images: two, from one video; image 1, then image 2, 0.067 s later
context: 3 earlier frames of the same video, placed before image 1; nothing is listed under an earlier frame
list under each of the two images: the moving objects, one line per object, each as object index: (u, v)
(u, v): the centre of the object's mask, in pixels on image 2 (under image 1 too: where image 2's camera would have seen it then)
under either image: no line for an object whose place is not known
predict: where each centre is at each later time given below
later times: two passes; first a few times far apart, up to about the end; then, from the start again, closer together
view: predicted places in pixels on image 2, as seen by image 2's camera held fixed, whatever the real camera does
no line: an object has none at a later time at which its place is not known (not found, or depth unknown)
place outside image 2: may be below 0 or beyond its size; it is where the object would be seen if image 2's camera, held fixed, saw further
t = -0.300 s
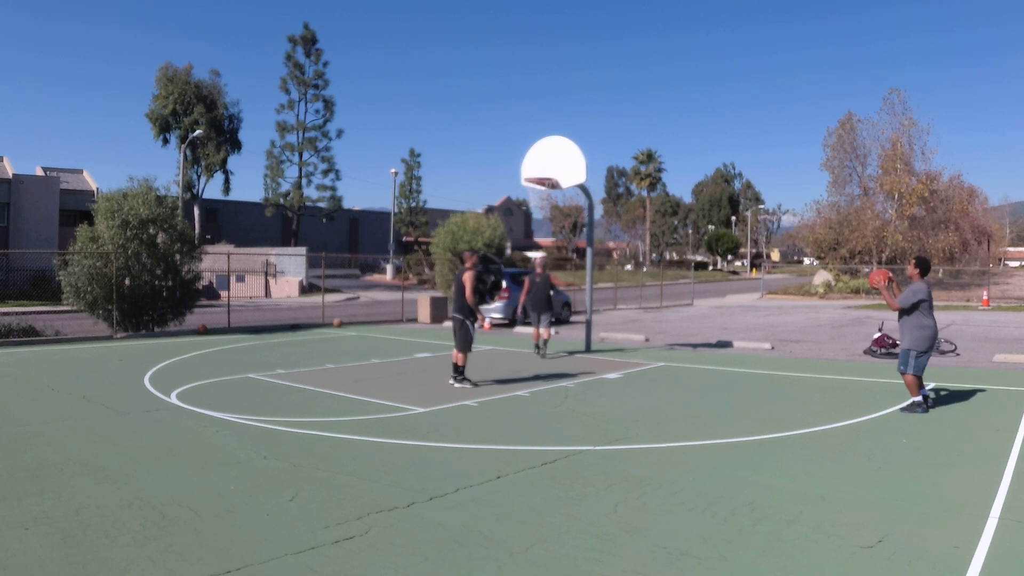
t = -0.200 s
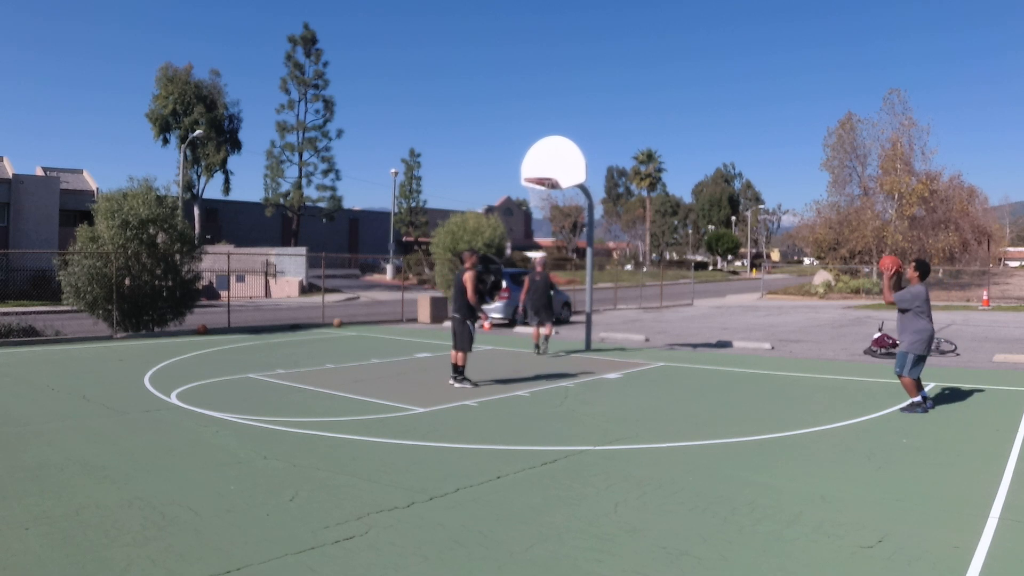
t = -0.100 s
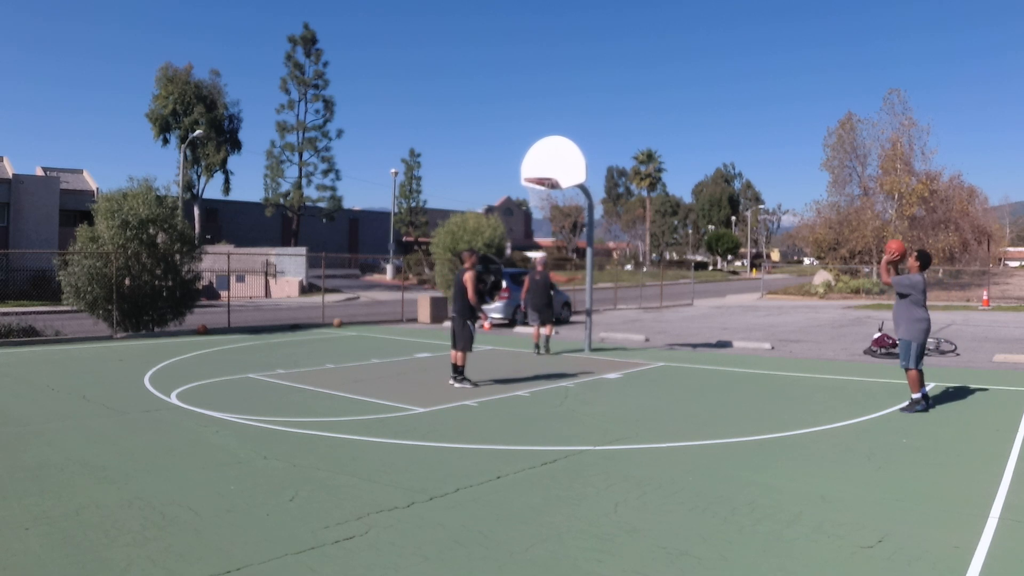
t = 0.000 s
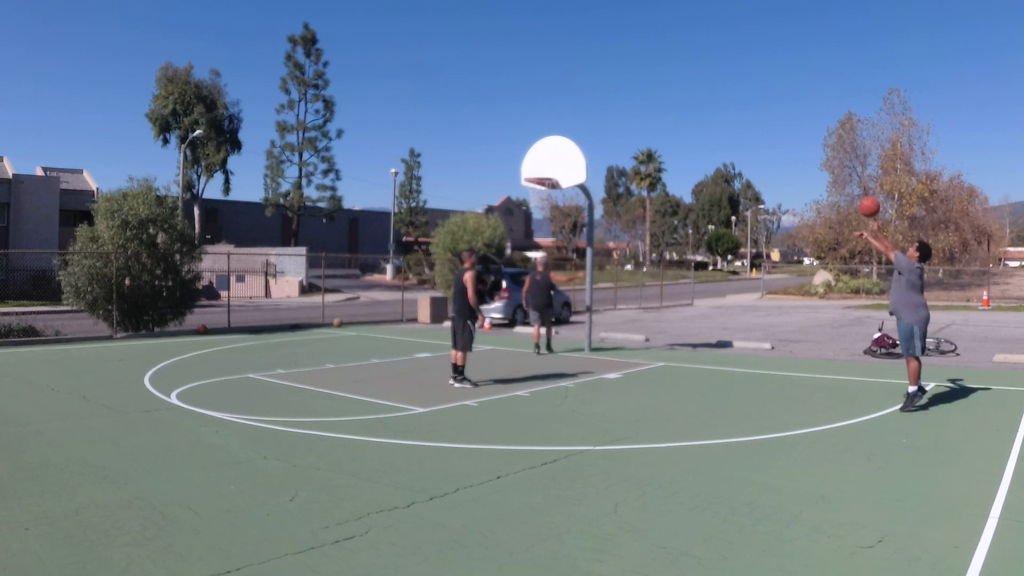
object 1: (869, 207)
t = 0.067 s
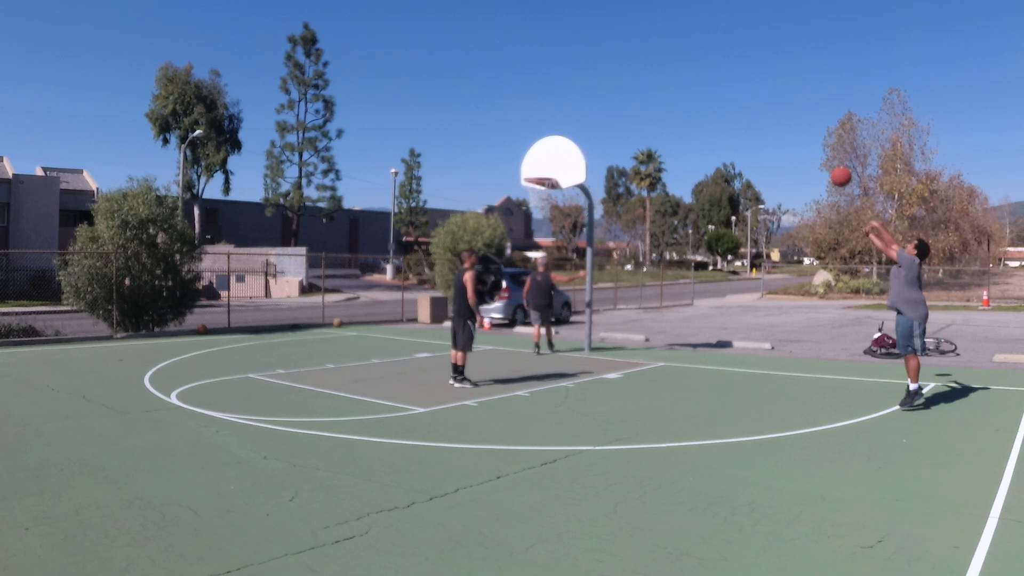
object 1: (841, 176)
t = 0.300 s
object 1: (751, 110)
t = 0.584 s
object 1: (662, 95)
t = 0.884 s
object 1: (586, 137)
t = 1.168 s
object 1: (583, 143)
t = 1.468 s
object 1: (641, 117)
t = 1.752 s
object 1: (695, 142)
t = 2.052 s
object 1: (751, 222)
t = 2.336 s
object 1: (797, 350)
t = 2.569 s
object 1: (819, 287)
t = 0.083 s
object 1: (833, 169)
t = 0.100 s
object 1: (827, 163)
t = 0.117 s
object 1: (820, 157)
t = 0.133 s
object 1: (814, 151)
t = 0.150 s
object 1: (807, 146)
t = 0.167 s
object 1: (800, 141)
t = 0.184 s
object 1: (794, 136)
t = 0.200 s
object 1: (788, 132)
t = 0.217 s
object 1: (781, 127)
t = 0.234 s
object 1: (775, 123)
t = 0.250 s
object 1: (769, 120)
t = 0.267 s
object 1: (763, 116)
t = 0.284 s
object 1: (757, 113)
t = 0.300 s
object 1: (751, 110)
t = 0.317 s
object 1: (745, 107)
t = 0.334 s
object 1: (740, 105)
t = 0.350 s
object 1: (734, 103)
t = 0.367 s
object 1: (728, 101)
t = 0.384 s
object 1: (723, 99)
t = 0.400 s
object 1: (717, 98)
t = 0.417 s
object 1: (712, 97)
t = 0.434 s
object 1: (707, 95)
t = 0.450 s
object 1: (702, 95)
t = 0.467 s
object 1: (696, 94)
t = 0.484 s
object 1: (691, 94)
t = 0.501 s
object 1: (686, 93)
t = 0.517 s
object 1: (681, 93)
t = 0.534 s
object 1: (676, 94)
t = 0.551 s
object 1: (671, 94)
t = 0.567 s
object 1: (667, 95)
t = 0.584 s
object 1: (662, 95)
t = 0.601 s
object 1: (657, 96)
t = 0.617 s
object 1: (653, 97)
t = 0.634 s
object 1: (648, 99)
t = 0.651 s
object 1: (643, 100)
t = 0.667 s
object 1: (639, 102)
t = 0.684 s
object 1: (635, 103)
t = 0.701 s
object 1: (630, 105)
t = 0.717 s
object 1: (626, 107)
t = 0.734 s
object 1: (621, 110)
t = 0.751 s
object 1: (617, 112)
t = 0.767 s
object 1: (613, 115)
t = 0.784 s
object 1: (609, 118)
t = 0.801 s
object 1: (605, 120)
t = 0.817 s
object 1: (601, 123)
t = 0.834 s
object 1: (597, 127)
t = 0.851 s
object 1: (593, 130)
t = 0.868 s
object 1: (589, 134)
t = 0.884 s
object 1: (586, 137)
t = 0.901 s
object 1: (582, 141)
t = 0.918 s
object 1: (578, 145)
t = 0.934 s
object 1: (574, 149)
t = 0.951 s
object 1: (570, 153)
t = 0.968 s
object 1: (566, 157)
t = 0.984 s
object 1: (563, 162)
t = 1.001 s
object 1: (559, 166)
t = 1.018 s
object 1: (555, 171)
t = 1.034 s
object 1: (555, 172)
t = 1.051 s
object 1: (559, 167)
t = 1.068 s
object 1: (562, 163)
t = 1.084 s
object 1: (565, 160)
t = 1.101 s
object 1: (569, 156)
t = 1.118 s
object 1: (573, 152)
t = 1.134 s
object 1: (576, 149)
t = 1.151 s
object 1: (579, 146)
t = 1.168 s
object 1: (583, 143)
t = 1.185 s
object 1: (586, 140)
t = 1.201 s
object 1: (589, 137)
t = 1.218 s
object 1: (592, 135)
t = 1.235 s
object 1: (595, 132)
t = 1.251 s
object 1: (599, 130)
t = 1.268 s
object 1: (602, 128)
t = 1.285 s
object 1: (605, 126)
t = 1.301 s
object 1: (608, 124)
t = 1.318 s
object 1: (612, 123)
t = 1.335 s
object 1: (615, 122)
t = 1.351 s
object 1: (618, 120)
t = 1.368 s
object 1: (621, 119)
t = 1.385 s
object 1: (625, 119)
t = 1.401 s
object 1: (628, 118)
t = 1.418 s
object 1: (631, 117)
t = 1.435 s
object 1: (635, 117)
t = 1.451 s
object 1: (638, 117)
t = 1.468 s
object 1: (641, 117)
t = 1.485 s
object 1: (644, 117)
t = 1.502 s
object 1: (648, 117)
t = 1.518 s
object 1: (651, 118)
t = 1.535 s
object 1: (654, 118)
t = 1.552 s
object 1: (657, 119)
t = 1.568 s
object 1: (660, 120)
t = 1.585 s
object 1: (664, 121)
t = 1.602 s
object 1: (667, 122)
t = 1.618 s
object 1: (670, 124)
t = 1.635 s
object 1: (673, 125)
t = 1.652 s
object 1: (676, 127)
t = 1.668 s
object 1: (680, 129)
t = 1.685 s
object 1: (683, 131)
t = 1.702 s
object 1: (686, 134)
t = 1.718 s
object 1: (689, 136)
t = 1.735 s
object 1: (692, 139)
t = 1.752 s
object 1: (695, 142)
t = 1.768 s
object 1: (699, 144)
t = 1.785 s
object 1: (702, 148)
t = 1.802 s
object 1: (705, 151)
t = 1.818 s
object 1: (708, 154)
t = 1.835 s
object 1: (711, 158)
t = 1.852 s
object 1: (715, 162)
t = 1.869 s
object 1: (718, 166)
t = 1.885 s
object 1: (721, 170)
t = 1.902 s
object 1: (723, 174)
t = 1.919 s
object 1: (727, 179)
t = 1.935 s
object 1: (730, 184)
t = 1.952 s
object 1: (732, 189)
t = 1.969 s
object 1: (735, 194)
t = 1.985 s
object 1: (738, 199)
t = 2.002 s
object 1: (742, 205)
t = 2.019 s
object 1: (744, 210)
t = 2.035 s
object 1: (747, 216)
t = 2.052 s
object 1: (751, 222)
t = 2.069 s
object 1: (754, 228)
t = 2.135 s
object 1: (765, 255)
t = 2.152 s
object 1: (768, 262)
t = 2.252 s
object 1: (784, 308)
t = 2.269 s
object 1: (787, 316)
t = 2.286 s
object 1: (789, 324)
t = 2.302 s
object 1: (792, 333)
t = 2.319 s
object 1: (794, 342)
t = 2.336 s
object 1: (797, 350)
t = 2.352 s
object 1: (799, 359)
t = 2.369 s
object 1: (801, 356)
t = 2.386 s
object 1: (803, 349)
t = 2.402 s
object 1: (804, 343)
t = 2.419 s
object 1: (806, 336)
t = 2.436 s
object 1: (807, 330)
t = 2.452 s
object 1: (809, 324)
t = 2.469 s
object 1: (810, 318)
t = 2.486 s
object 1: (812, 313)
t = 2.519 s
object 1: (815, 301)
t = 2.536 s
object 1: (816, 296)
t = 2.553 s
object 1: (817, 292)
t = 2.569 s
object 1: (819, 287)
